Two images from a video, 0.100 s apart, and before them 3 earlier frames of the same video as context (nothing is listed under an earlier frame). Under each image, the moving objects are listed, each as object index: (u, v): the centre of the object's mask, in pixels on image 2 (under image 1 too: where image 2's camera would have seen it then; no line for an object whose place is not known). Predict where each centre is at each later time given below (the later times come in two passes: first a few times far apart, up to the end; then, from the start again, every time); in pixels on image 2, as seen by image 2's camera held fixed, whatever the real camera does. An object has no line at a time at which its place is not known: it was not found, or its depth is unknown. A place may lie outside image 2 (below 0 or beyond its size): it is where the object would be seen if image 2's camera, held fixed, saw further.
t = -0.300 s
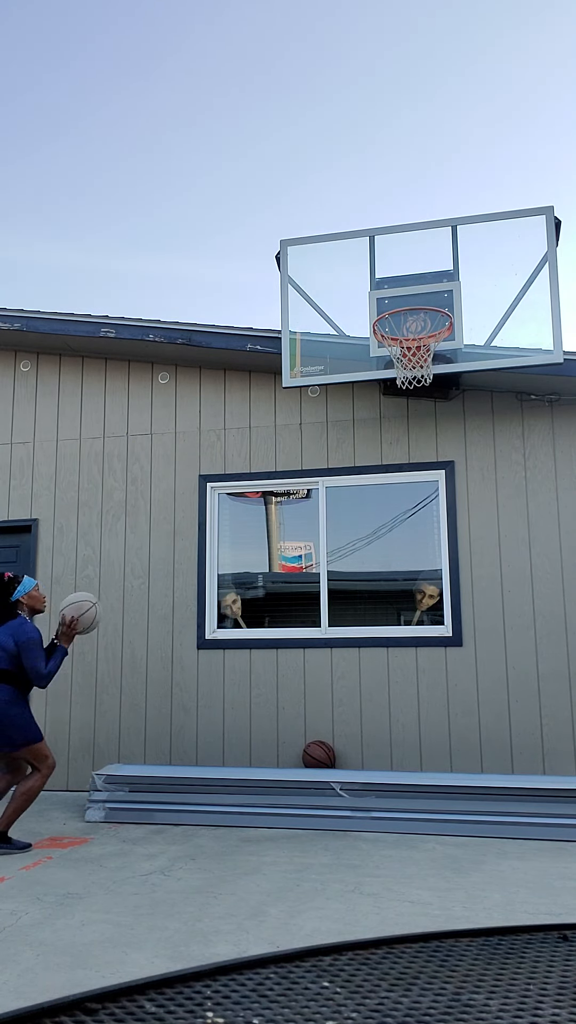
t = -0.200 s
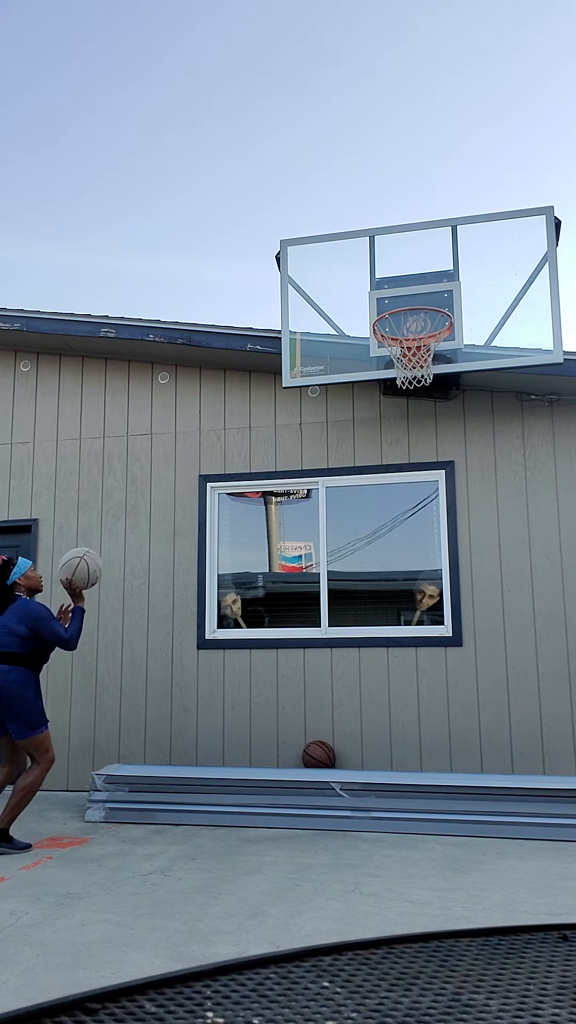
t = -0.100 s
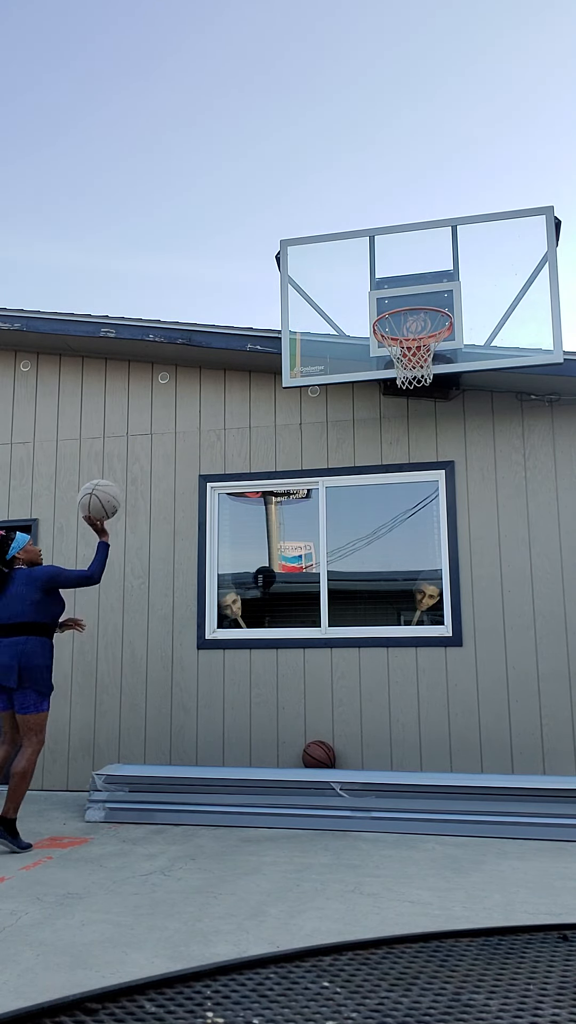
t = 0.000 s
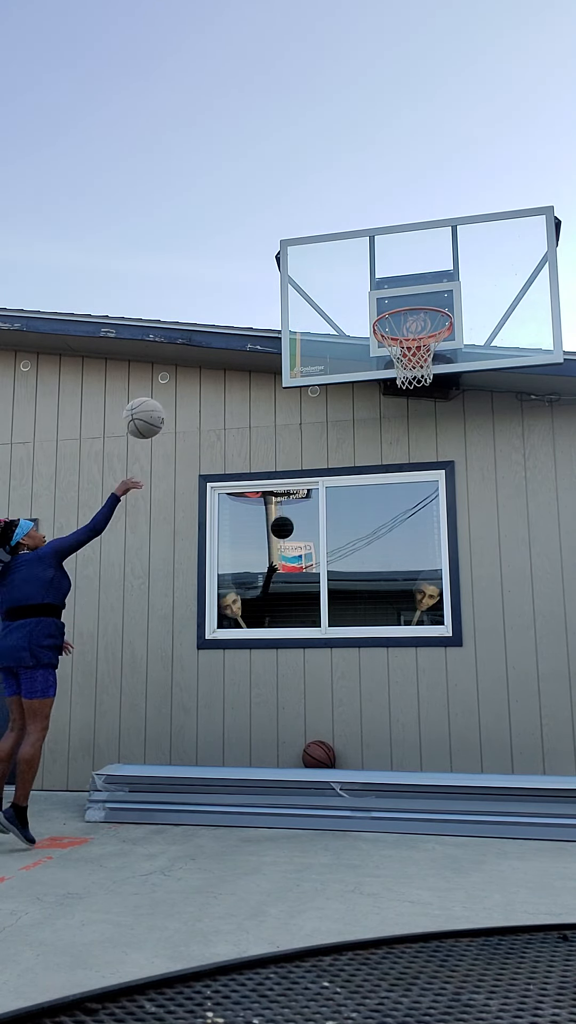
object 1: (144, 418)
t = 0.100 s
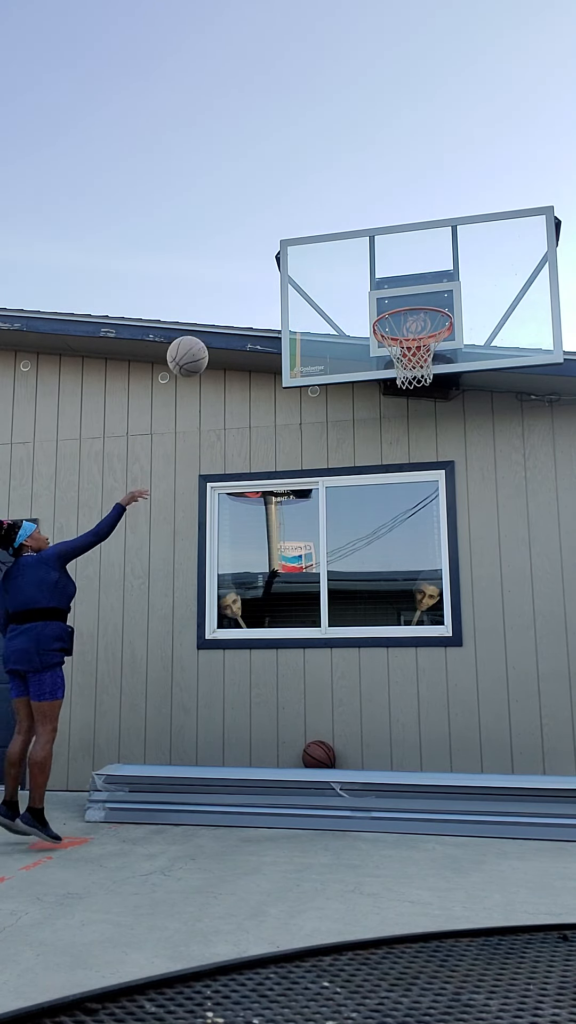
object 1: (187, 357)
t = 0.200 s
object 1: (229, 314)
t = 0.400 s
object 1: (306, 281)
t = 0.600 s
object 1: (373, 299)
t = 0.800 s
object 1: (384, 286)
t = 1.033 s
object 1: (414, 326)
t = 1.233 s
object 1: (432, 370)
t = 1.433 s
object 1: (422, 427)
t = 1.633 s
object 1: (415, 545)
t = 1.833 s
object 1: (412, 726)
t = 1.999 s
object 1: (388, 716)
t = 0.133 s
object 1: (201, 341)
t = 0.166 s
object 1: (215, 326)
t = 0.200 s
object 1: (229, 314)
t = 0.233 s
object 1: (242, 304)
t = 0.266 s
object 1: (255, 296)
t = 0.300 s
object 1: (267, 290)
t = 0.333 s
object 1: (281, 285)
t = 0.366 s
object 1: (293, 282)
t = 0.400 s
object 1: (306, 281)
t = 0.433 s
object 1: (318, 281)
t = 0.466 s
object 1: (331, 284)
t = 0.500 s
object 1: (343, 288)
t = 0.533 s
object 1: (355, 293)
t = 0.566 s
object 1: (367, 301)
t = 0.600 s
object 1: (373, 299)
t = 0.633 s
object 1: (374, 293)
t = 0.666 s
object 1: (376, 288)
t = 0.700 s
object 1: (378, 285)
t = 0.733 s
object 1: (380, 284)
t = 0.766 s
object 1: (382, 284)
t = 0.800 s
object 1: (384, 286)
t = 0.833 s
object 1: (386, 290)
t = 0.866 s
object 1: (388, 294)
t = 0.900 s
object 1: (389, 298)
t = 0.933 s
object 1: (393, 301)
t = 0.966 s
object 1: (401, 313)
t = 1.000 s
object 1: (408, 319)
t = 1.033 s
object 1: (414, 326)
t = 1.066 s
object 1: (420, 337)
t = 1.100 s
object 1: (426, 348)
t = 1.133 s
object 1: (432, 357)
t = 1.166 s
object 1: (434, 361)
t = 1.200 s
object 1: (433, 366)
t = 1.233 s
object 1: (432, 370)
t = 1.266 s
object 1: (431, 376)
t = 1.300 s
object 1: (429, 384)
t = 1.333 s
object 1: (427, 392)
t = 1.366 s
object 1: (425, 401)
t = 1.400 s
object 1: (424, 413)
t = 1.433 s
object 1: (422, 427)
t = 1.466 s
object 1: (421, 442)
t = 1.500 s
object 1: (419, 459)
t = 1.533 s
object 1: (418, 478)
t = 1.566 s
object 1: (417, 498)
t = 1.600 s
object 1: (416, 520)
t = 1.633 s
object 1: (415, 545)
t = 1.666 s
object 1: (414, 571)
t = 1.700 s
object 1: (413, 597)
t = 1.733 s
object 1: (413, 627)
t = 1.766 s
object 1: (412, 657)
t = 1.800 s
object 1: (412, 691)
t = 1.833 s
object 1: (412, 726)
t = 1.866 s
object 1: (411, 765)
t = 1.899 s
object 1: (407, 761)
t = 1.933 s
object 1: (401, 745)
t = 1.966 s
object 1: (395, 729)
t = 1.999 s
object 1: (388, 716)
